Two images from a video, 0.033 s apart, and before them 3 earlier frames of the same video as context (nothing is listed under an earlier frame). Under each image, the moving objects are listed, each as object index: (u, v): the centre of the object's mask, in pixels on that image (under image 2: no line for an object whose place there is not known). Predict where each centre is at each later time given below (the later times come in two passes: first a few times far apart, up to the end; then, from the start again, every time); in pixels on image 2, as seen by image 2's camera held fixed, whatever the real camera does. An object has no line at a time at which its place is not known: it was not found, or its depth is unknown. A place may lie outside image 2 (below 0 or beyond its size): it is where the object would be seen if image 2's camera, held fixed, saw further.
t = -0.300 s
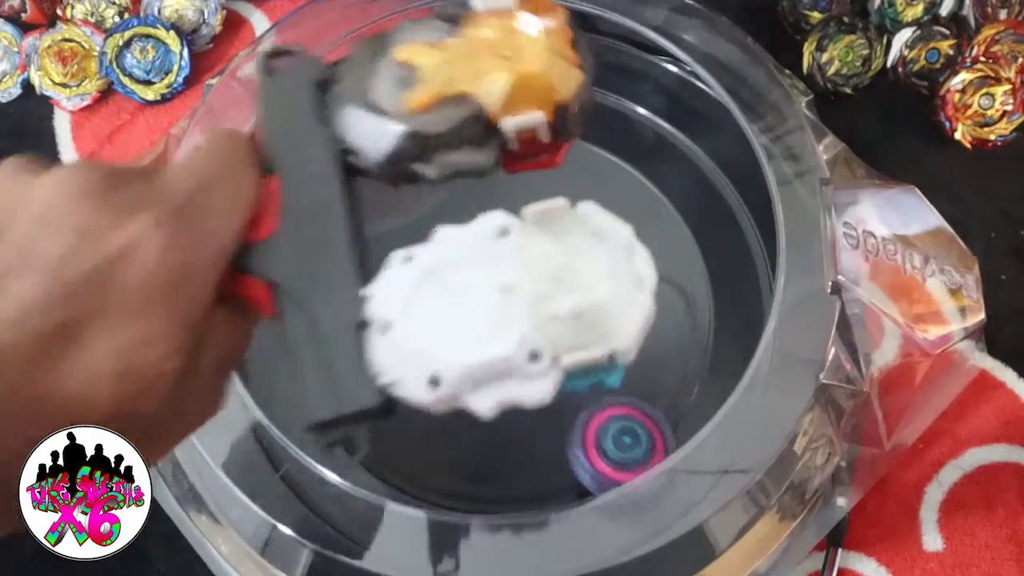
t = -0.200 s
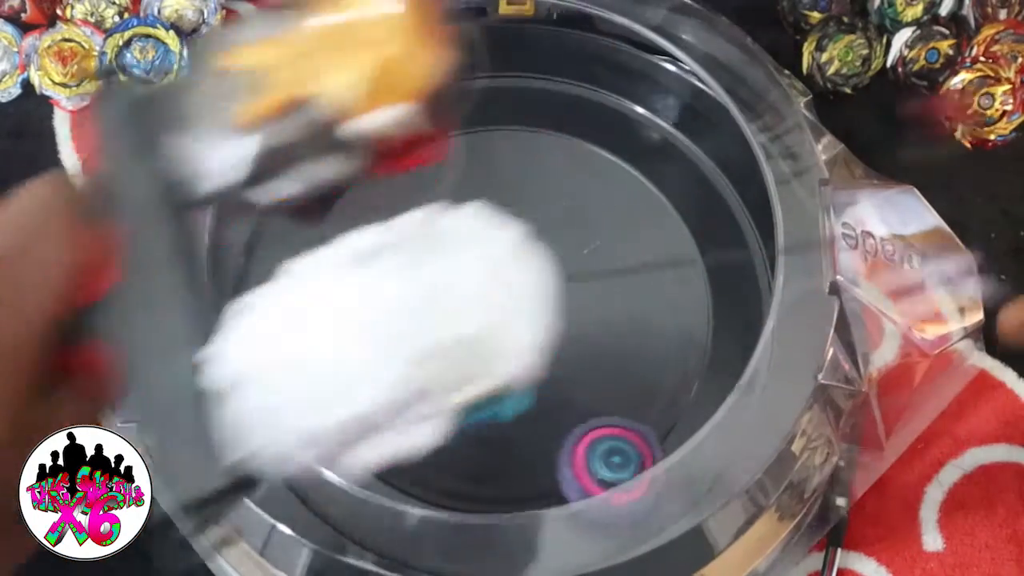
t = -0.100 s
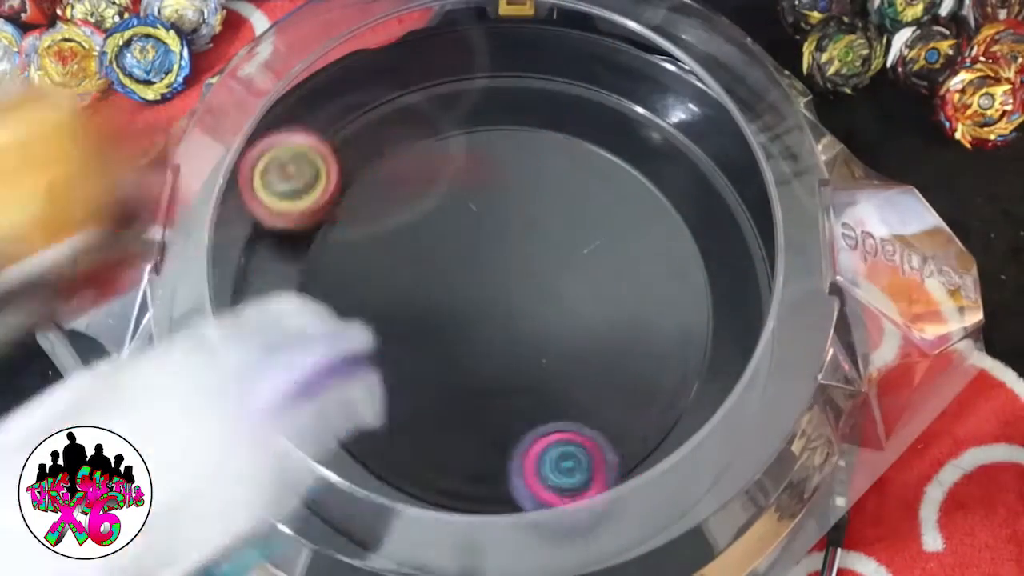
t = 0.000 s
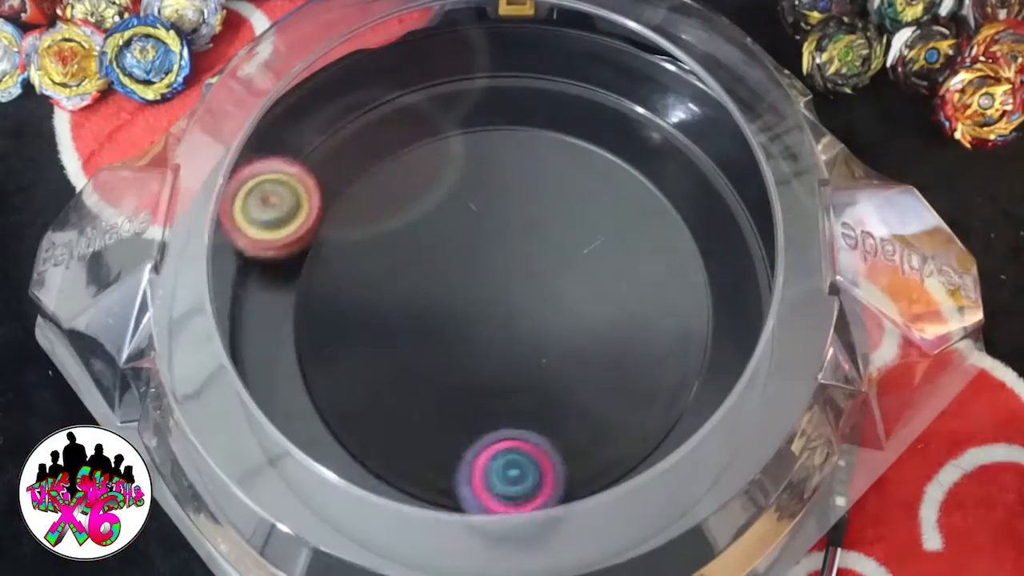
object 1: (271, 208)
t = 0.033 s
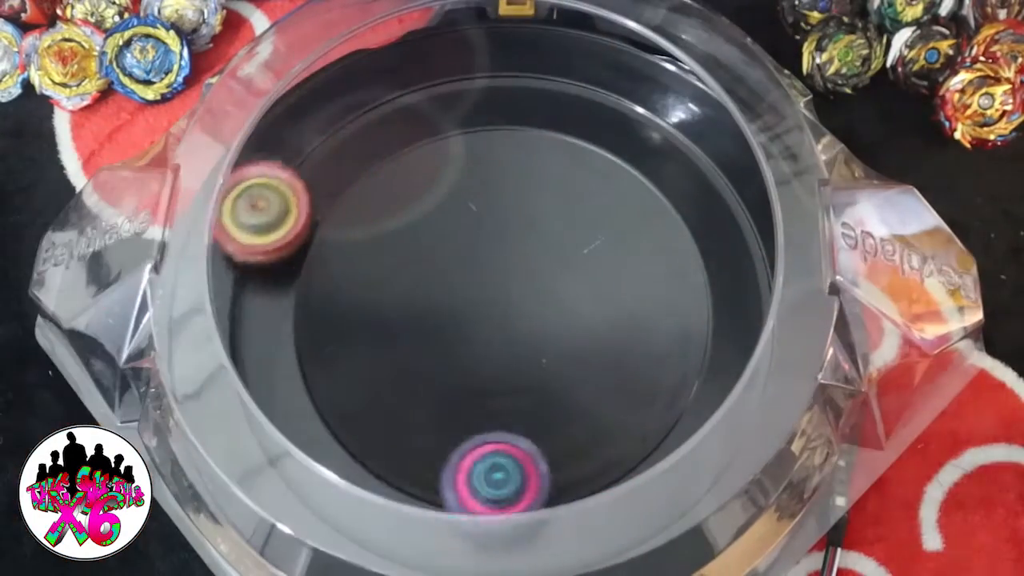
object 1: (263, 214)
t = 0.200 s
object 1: (254, 261)
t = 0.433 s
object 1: (267, 291)
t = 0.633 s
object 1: (343, 343)
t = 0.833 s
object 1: (542, 405)
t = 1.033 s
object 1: (426, 310)
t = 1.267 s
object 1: (409, 333)
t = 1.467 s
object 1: (512, 372)
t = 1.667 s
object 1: (534, 233)
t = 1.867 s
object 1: (397, 208)
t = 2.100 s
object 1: (346, 349)
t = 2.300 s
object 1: (510, 408)
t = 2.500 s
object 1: (597, 262)
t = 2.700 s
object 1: (485, 150)
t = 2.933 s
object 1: (350, 241)
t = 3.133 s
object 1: (428, 394)
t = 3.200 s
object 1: (493, 411)
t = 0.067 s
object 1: (257, 222)
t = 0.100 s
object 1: (257, 235)
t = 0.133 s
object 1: (256, 247)
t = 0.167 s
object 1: (255, 256)
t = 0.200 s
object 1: (254, 261)
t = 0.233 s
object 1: (254, 265)
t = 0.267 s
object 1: (255, 268)
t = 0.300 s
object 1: (256, 271)
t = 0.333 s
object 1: (257, 276)
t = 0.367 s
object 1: (259, 281)
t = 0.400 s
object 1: (262, 285)
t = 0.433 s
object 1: (267, 291)
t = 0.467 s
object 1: (273, 295)
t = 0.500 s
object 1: (281, 299)
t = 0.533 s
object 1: (290, 303)
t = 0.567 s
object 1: (303, 312)
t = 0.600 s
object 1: (322, 325)
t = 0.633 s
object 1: (343, 343)
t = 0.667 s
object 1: (367, 365)
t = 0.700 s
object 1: (394, 384)
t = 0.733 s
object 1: (429, 402)
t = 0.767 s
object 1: (469, 412)
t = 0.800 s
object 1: (508, 413)
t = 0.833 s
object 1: (542, 405)
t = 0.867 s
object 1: (540, 390)
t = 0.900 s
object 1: (508, 377)
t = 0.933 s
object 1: (480, 360)
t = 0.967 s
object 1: (456, 341)
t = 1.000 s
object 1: (439, 323)
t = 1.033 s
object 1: (426, 310)
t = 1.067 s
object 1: (418, 301)
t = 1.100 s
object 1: (412, 296)
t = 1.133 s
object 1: (409, 295)
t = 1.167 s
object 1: (406, 298)
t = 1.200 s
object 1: (406, 306)
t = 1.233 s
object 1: (407, 318)
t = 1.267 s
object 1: (409, 333)
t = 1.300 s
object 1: (415, 349)
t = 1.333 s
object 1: (426, 365)
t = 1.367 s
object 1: (443, 376)
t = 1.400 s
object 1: (464, 382)
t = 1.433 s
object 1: (488, 381)
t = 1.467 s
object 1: (512, 372)
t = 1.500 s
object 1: (530, 357)
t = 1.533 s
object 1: (546, 335)
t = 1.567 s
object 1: (553, 310)
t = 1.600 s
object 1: (554, 282)
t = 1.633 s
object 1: (548, 256)
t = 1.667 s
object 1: (534, 233)
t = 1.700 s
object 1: (515, 215)
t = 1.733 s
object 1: (493, 202)
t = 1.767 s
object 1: (469, 196)
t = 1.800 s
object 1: (443, 196)
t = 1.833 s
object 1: (420, 200)
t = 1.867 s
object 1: (397, 208)
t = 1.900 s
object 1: (378, 219)
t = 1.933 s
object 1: (361, 235)
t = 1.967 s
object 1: (348, 253)
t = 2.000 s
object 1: (337, 275)
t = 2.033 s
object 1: (333, 299)
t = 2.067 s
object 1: (336, 324)
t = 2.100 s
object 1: (346, 349)
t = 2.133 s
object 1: (363, 372)
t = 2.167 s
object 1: (385, 391)
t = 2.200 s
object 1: (414, 405)
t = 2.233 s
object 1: (445, 413)
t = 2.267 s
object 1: (478, 414)
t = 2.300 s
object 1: (510, 408)
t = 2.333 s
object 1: (538, 396)
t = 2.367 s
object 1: (563, 378)
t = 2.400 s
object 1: (581, 354)
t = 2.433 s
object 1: (593, 325)
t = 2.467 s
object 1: (599, 293)
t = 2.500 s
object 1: (597, 262)
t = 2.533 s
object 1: (587, 233)
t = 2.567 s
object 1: (572, 207)
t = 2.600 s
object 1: (552, 185)
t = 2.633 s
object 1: (531, 169)
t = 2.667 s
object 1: (509, 157)
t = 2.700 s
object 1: (485, 150)
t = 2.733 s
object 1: (460, 149)
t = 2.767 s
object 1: (435, 153)
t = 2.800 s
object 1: (412, 161)
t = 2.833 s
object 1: (390, 176)
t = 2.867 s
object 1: (371, 193)
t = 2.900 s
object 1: (359, 215)
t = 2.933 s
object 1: (350, 241)
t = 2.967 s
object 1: (347, 270)
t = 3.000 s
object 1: (350, 299)
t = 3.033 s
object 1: (360, 327)
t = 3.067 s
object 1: (377, 354)
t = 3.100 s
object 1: (400, 376)
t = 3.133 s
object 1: (428, 394)
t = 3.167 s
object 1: (460, 405)
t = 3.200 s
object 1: (493, 411)
